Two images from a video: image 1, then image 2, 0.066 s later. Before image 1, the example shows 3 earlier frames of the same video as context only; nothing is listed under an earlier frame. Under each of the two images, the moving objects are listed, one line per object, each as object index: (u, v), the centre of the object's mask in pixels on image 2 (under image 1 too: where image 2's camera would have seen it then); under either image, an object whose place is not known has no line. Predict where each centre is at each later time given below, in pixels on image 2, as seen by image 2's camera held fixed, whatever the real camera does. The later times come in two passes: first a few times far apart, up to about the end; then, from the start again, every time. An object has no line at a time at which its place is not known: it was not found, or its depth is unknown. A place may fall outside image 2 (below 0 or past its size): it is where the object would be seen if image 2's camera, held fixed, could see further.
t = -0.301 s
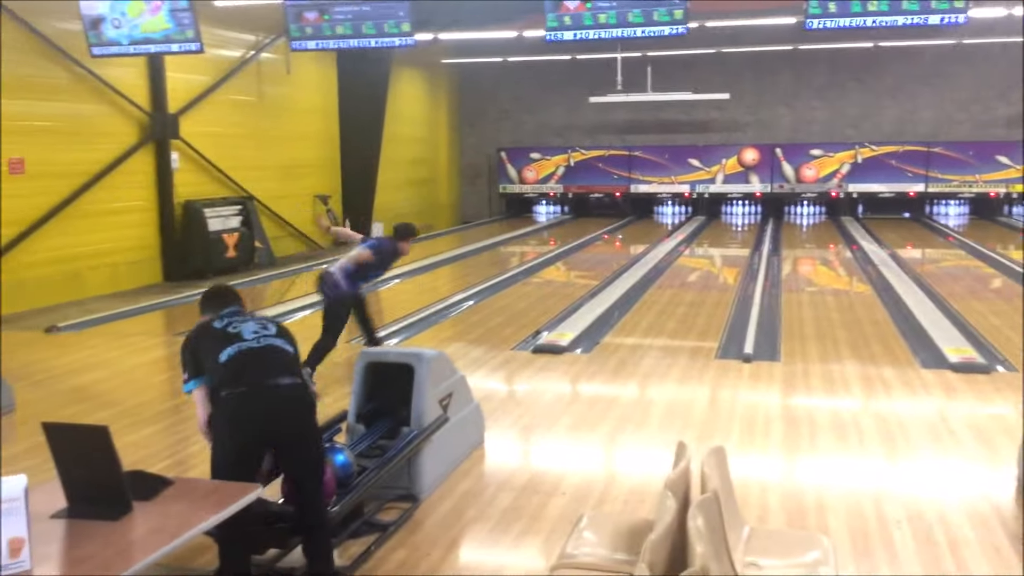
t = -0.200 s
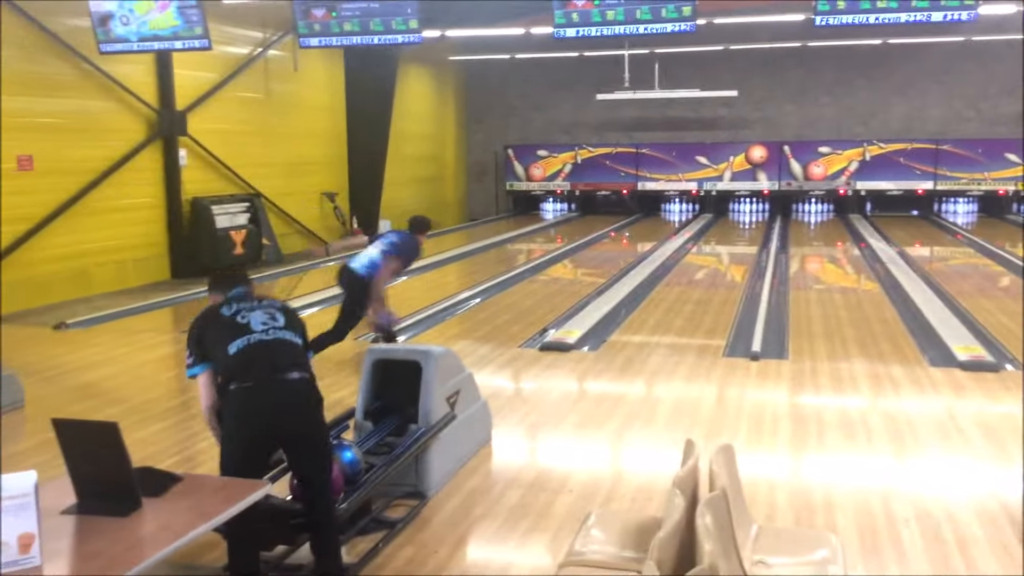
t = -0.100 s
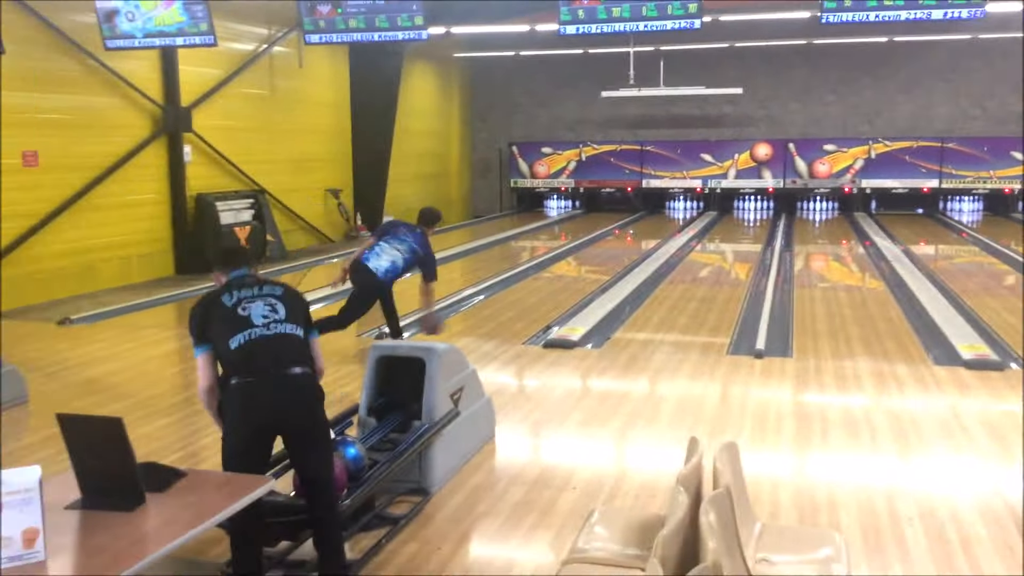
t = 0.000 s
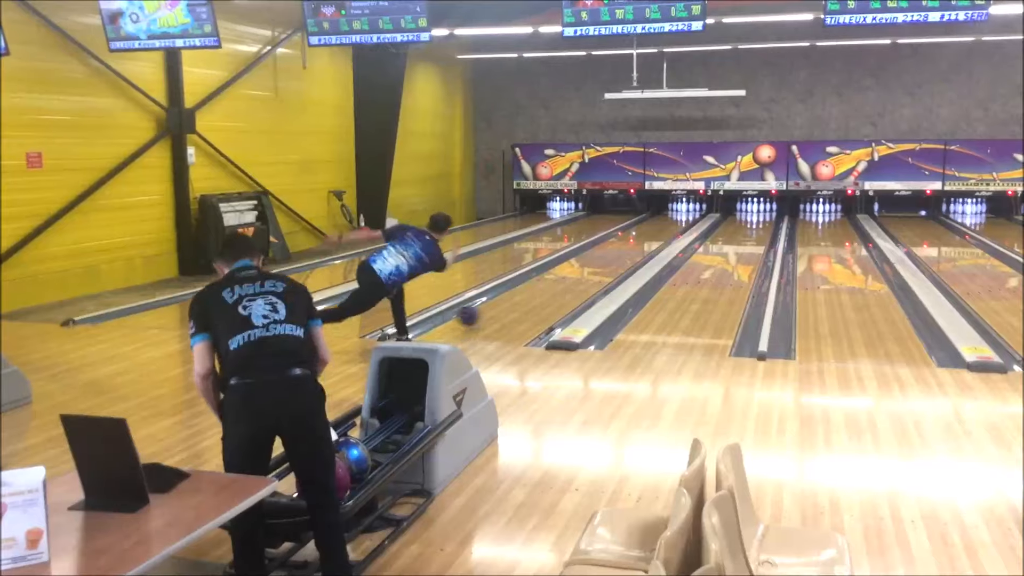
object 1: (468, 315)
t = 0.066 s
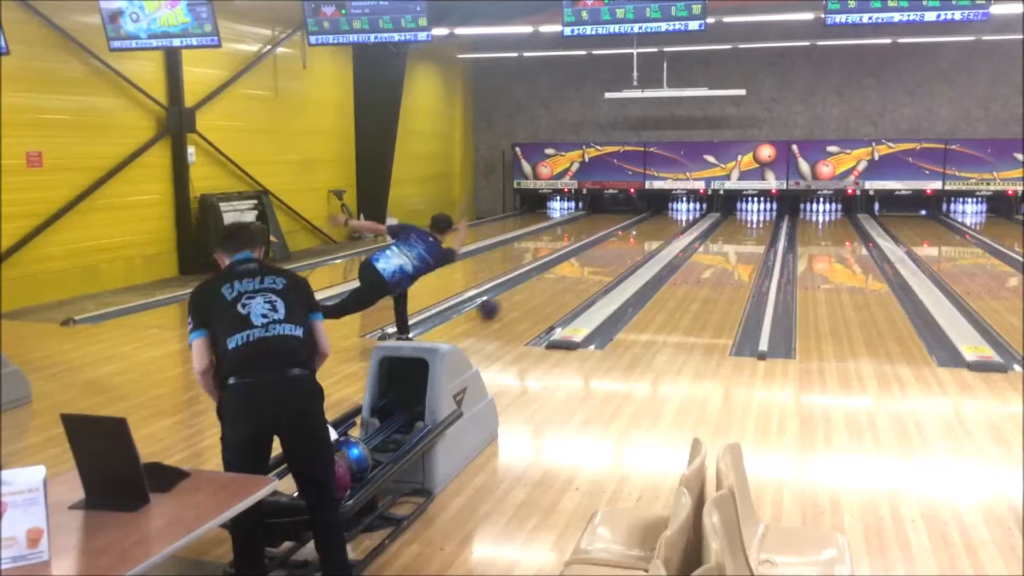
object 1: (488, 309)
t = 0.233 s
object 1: (529, 290)
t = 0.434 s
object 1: (568, 271)
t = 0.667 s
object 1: (602, 256)
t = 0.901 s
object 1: (629, 244)
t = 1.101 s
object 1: (646, 236)
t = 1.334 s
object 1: (664, 228)
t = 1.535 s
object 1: (675, 221)
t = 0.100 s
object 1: (497, 305)
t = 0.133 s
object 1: (505, 301)
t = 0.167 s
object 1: (514, 298)
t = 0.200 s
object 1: (522, 294)
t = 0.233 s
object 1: (529, 290)
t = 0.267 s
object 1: (537, 287)
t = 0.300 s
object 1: (543, 283)
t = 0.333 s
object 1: (550, 281)
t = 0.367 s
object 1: (556, 278)
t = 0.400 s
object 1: (562, 274)
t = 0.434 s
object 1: (568, 271)
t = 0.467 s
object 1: (573, 270)
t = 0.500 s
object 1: (578, 267)
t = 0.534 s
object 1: (583, 265)
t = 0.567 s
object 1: (588, 262)
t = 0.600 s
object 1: (593, 261)
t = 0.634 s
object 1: (598, 259)
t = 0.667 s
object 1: (602, 256)
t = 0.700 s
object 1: (606, 254)
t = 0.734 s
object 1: (610, 253)
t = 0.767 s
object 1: (615, 251)
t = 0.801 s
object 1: (618, 249)
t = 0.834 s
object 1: (622, 248)
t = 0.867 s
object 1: (625, 246)
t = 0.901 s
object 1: (629, 244)
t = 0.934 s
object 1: (632, 243)
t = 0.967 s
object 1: (635, 241)
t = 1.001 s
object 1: (638, 240)
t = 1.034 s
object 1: (641, 239)
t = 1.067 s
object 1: (643, 237)
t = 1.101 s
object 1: (646, 236)
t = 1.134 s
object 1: (649, 234)
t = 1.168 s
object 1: (651, 234)
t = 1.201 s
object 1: (655, 232)
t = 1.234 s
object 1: (657, 231)
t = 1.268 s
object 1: (659, 230)
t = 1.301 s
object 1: (661, 229)
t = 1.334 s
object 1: (664, 228)
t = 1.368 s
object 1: (666, 226)
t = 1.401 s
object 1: (668, 226)
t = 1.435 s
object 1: (669, 225)
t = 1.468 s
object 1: (671, 224)
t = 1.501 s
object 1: (673, 223)
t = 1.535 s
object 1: (675, 221)
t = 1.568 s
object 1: (676, 220)
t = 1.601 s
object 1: (677, 220)
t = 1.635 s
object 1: (680, 219)
